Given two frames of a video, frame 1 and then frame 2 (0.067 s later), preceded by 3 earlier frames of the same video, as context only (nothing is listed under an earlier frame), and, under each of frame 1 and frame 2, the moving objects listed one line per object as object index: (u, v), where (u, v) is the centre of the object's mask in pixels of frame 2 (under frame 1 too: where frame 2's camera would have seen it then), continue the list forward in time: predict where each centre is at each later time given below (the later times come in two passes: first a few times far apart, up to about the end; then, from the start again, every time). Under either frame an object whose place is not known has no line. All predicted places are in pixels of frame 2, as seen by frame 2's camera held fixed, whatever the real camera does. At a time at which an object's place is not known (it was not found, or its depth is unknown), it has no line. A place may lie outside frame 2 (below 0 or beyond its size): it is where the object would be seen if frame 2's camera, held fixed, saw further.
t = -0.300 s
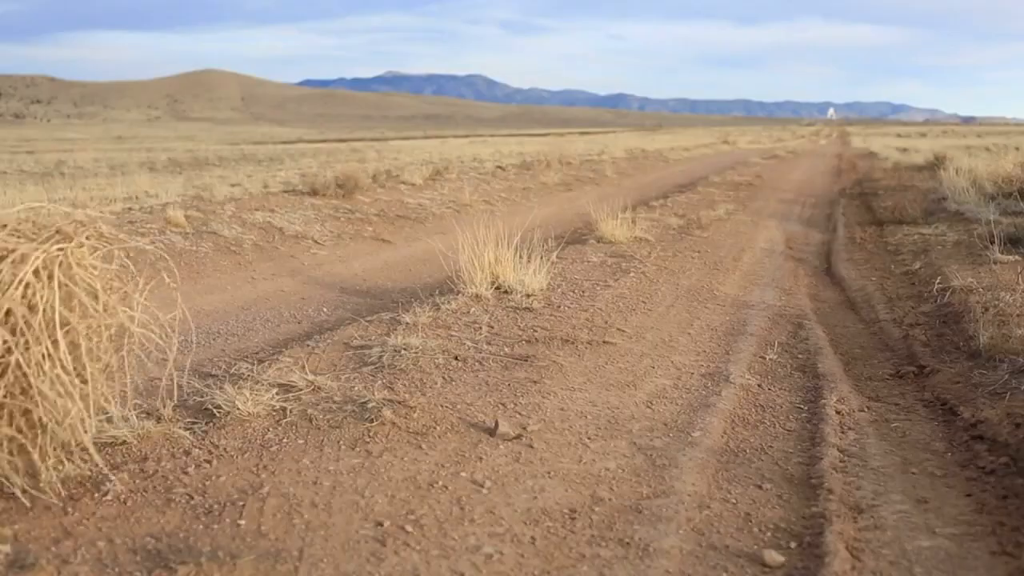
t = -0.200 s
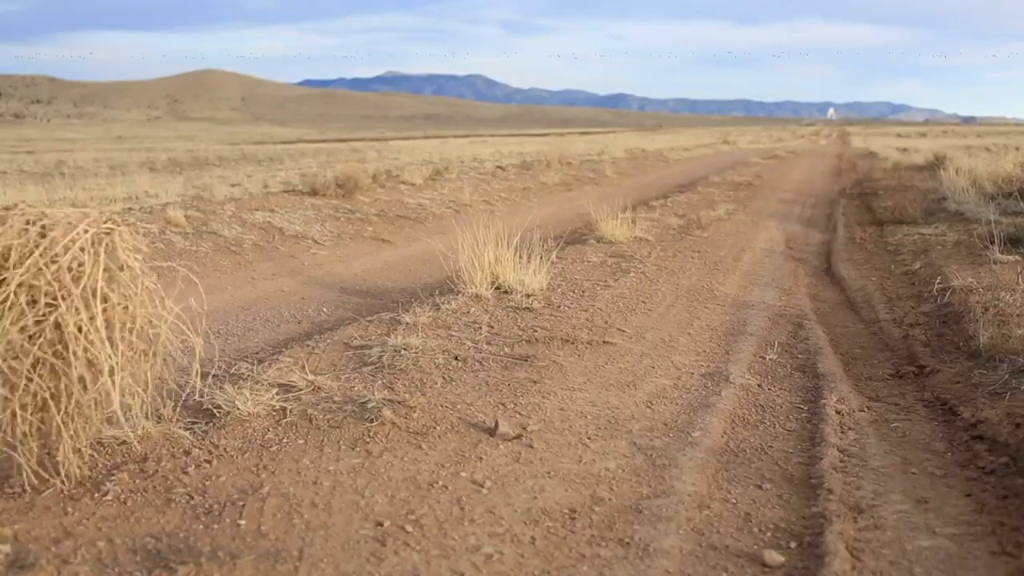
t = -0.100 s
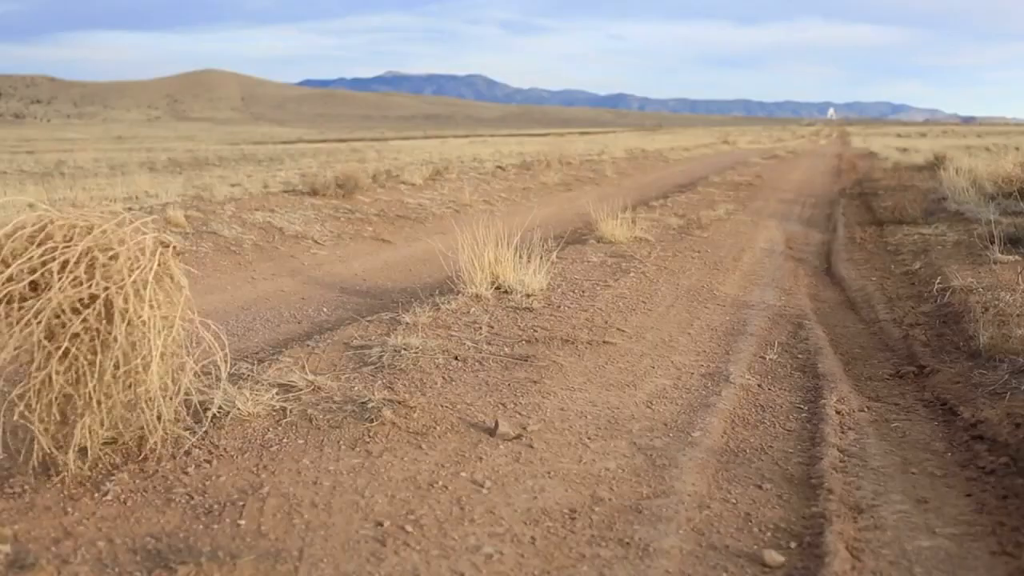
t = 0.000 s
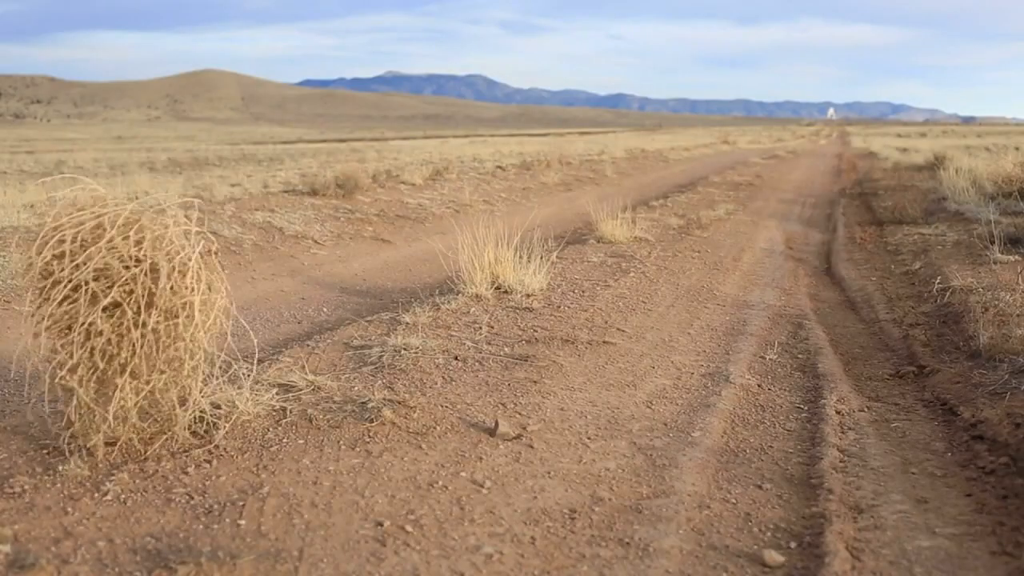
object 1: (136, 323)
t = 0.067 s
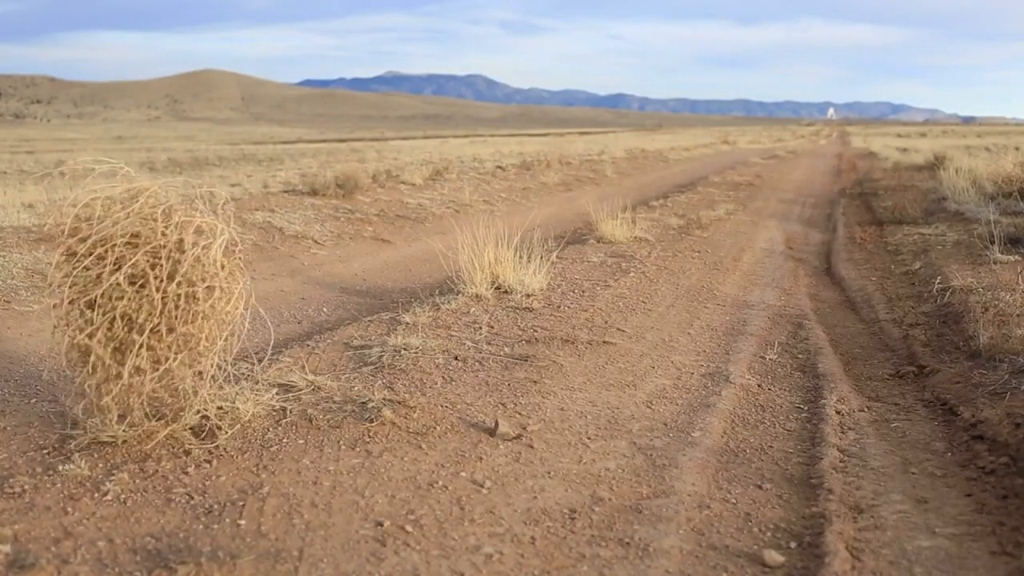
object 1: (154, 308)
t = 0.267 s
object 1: (204, 273)
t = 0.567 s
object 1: (299, 292)
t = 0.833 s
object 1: (360, 267)
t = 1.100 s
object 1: (395, 261)
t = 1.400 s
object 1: (414, 256)
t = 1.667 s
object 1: (415, 251)
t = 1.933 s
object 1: (391, 235)
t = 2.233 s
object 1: (376, 248)
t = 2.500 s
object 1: (358, 244)
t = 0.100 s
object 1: (165, 300)
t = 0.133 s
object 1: (174, 291)
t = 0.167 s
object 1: (183, 282)
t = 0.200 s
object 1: (190, 274)
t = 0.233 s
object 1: (198, 275)
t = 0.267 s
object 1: (204, 273)
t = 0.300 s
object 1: (214, 275)
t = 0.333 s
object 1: (224, 281)
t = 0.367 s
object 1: (233, 287)
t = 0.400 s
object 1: (242, 292)
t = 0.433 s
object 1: (251, 298)
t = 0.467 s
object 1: (260, 302)
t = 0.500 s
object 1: (275, 309)
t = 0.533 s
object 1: (290, 299)
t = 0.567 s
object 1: (299, 292)
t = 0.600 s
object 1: (308, 286)
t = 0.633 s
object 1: (318, 283)
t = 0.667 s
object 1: (329, 278)
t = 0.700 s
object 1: (336, 277)
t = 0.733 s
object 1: (344, 277)
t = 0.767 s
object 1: (350, 270)
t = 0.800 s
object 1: (354, 268)
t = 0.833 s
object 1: (360, 267)
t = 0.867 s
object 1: (367, 262)
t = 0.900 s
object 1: (371, 265)
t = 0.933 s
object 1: (379, 259)
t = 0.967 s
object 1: (381, 262)
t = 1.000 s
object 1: (383, 265)
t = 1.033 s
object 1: (386, 264)
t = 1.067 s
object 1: (390, 263)
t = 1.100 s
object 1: (395, 261)
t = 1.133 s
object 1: (393, 261)
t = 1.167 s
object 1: (396, 258)
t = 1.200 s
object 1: (399, 259)
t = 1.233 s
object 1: (402, 257)
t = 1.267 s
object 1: (410, 257)
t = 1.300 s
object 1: (413, 257)
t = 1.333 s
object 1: (413, 257)
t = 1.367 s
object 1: (415, 257)
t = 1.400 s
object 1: (414, 256)
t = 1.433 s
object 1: (416, 252)
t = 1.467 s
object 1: (417, 251)
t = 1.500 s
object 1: (416, 251)
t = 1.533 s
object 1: (416, 252)
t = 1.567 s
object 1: (419, 253)
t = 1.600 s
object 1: (419, 252)
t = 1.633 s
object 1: (418, 252)
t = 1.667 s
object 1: (415, 251)
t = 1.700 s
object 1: (418, 248)
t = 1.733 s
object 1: (406, 240)
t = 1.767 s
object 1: (402, 236)
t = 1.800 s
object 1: (397, 230)
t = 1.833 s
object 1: (396, 232)
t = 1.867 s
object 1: (395, 236)
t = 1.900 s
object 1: (392, 235)
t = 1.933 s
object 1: (391, 235)
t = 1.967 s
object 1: (388, 246)
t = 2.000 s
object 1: (379, 237)
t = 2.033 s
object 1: (384, 246)
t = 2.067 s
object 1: (383, 249)
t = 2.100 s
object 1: (380, 252)
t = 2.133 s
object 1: (376, 255)
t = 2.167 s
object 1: (376, 250)
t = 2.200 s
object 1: (377, 250)
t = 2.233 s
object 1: (376, 248)
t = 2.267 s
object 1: (374, 243)
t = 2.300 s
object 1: (373, 243)
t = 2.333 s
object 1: (368, 252)
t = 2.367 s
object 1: (364, 252)
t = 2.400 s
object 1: (363, 249)
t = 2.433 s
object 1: (360, 246)
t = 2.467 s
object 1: (359, 247)
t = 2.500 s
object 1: (358, 244)
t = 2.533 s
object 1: (357, 247)
